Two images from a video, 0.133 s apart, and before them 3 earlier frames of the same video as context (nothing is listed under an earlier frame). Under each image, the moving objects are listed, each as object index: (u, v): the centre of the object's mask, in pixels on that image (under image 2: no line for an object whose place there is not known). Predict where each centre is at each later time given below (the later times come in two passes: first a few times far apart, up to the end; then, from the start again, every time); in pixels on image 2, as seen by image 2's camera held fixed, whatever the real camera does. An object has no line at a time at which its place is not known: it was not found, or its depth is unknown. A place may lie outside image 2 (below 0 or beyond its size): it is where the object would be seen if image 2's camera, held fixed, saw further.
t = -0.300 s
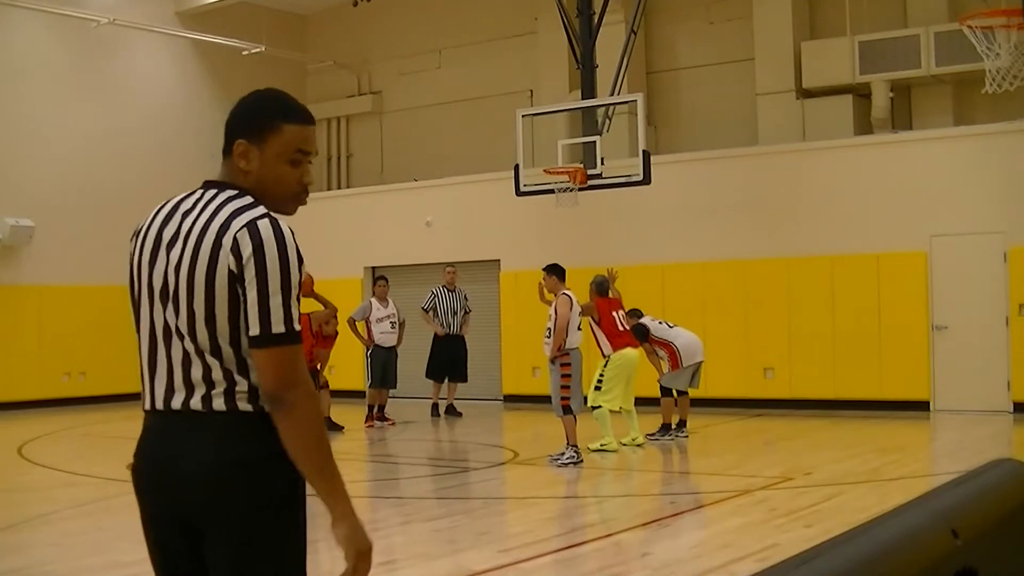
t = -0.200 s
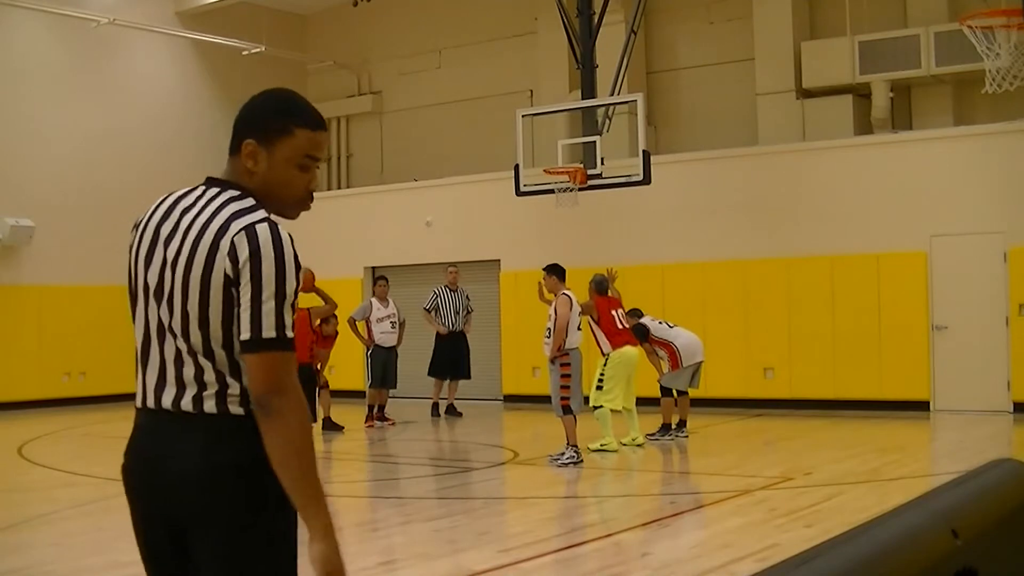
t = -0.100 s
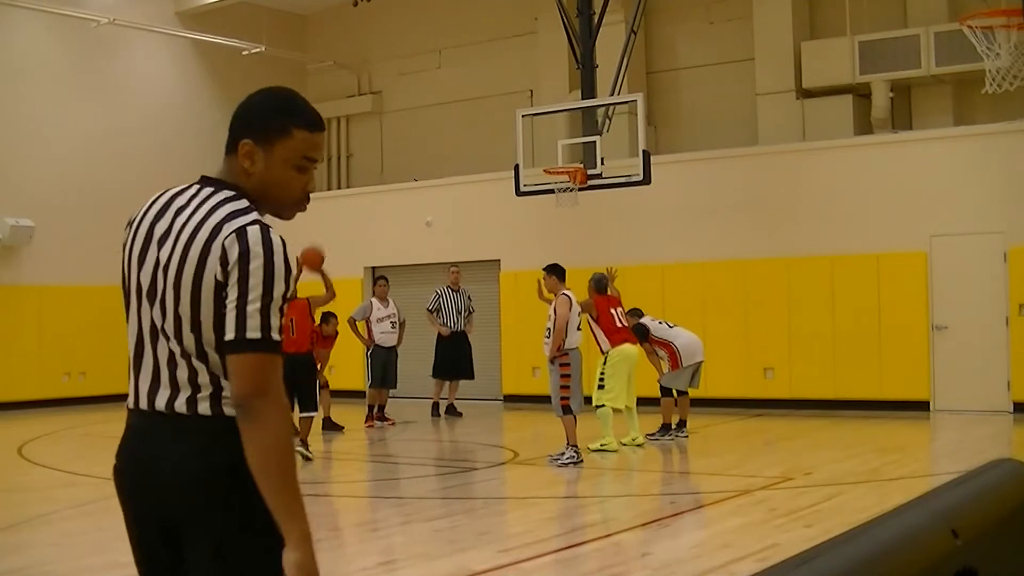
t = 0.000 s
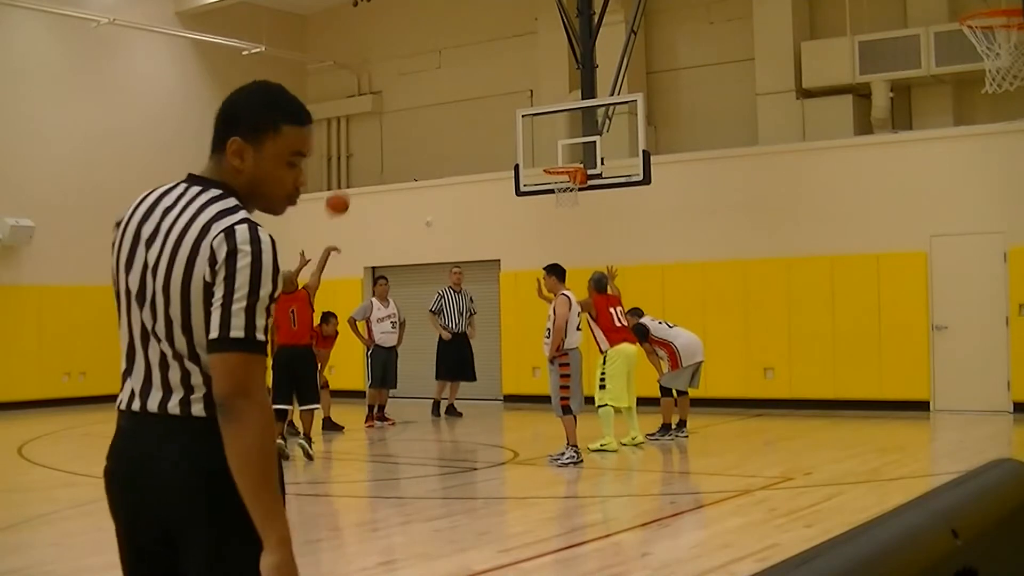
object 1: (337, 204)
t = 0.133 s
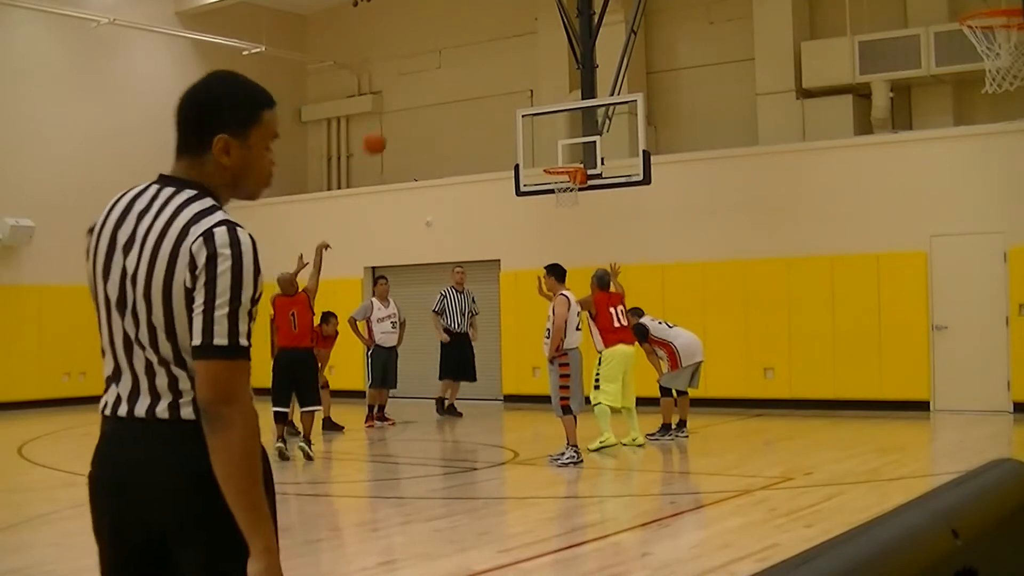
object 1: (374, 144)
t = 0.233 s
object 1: (401, 112)
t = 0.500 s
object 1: (465, 78)
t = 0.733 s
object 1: (516, 98)
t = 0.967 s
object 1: (563, 161)
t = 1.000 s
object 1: (567, 175)
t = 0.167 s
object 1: (383, 132)
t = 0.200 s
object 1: (392, 121)
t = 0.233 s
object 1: (401, 112)
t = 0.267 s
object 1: (409, 105)
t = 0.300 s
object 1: (418, 97)
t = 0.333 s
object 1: (426, 91)
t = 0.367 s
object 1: (434, 87)
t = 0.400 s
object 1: (442, 83)
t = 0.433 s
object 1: (450, 80)
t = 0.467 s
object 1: (458, 79)
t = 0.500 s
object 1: (465, 78)
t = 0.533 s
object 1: (473, 78)
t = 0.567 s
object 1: (480, 79)
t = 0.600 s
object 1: (488, 81)
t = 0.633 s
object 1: (495, 84)
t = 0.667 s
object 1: (502, 88)
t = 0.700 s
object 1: (509, 93)
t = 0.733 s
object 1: (516, 98)
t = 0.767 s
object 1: (522, 105)
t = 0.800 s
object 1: (530, 112)
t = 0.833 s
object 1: (537, 121)
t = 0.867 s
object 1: (543, 129)
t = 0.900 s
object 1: (550, 139)
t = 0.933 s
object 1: (556, 150)
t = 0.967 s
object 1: (563, 161)
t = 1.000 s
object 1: (567, 175)
